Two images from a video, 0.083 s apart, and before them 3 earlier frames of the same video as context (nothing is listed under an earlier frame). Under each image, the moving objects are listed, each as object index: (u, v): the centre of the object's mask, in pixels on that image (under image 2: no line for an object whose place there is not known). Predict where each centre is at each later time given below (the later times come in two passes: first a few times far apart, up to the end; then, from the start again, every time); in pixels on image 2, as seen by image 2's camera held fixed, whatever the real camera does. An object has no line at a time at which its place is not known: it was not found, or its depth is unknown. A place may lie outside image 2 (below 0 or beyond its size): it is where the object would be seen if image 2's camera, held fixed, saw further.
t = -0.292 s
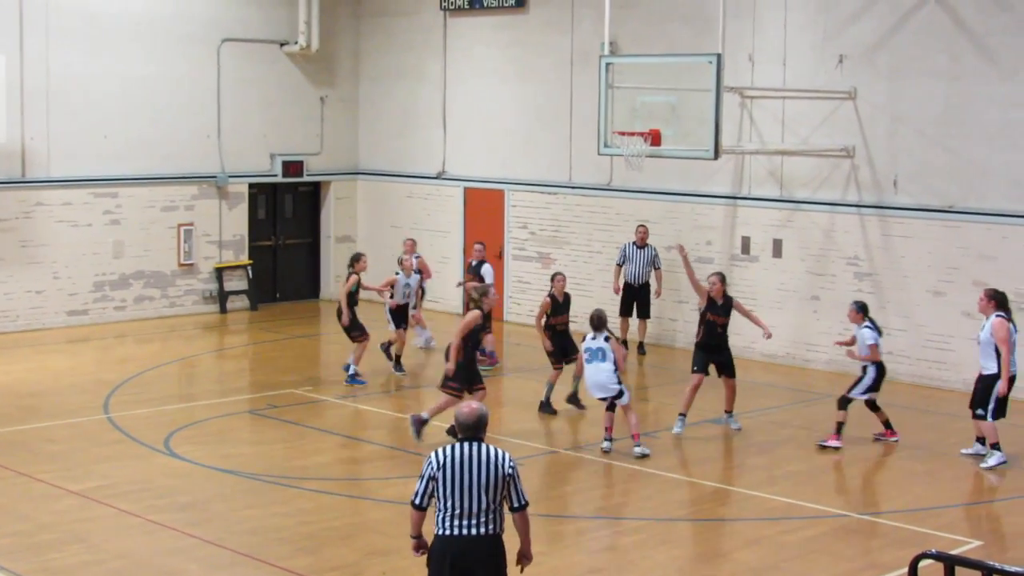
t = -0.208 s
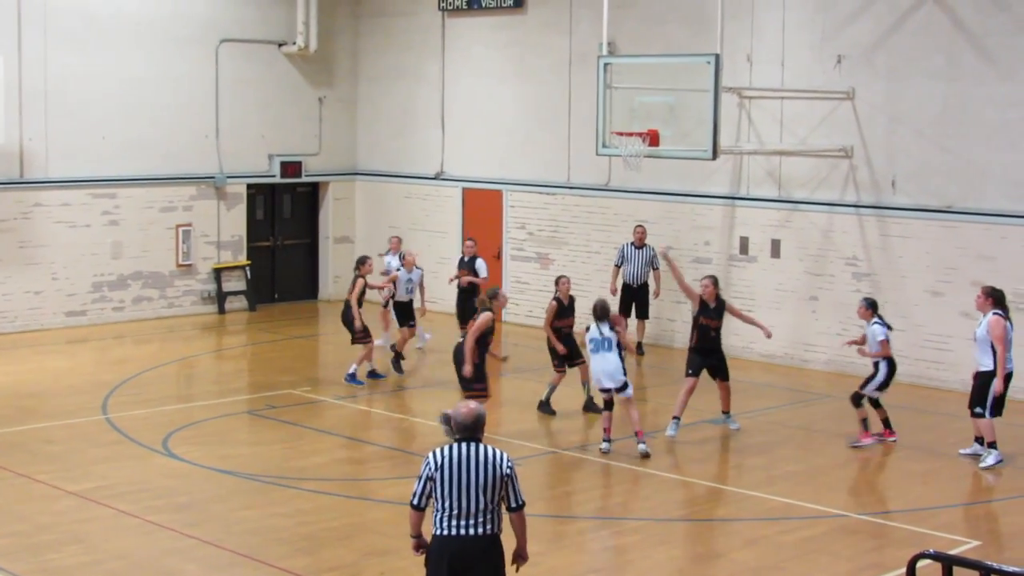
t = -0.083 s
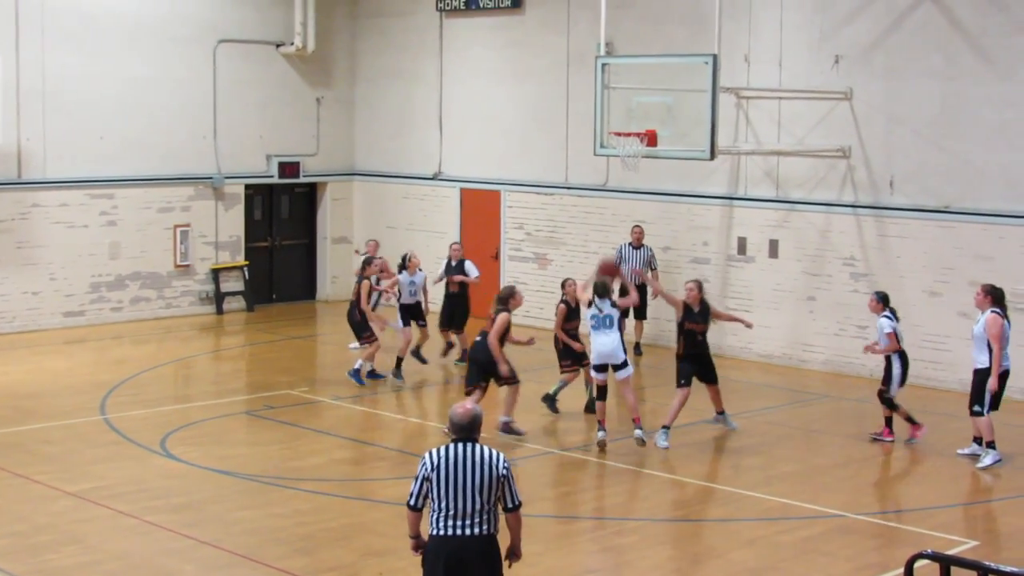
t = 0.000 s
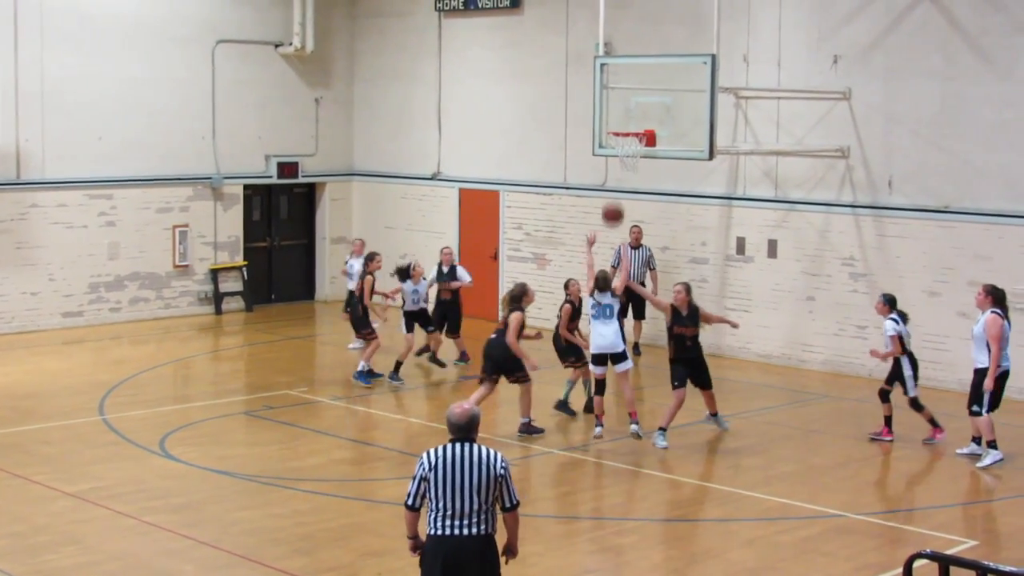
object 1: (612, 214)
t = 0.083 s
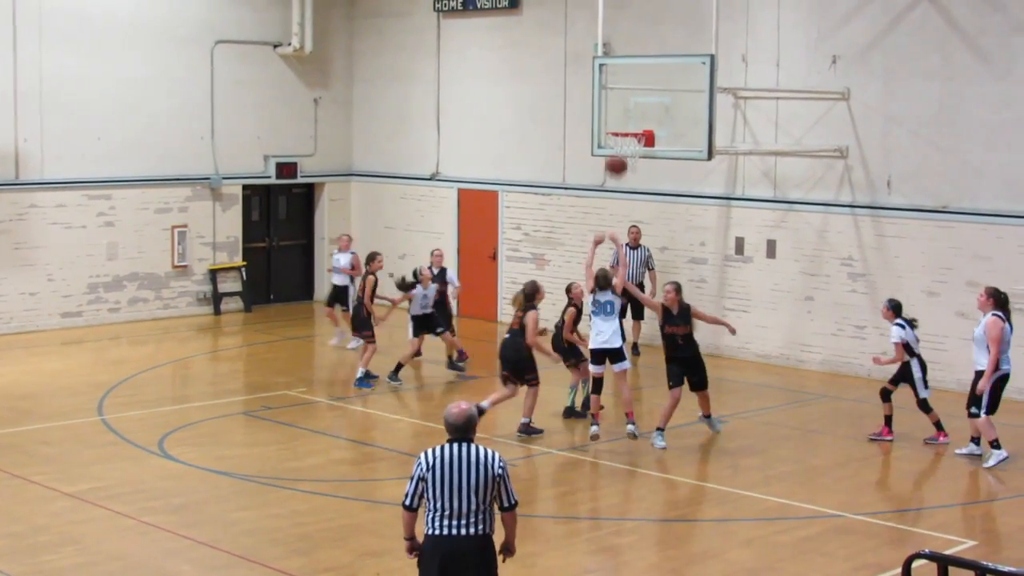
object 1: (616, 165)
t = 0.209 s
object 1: (622, 107)
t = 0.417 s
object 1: (632, 47)
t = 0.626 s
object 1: (639, 30)
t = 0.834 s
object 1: (644, 49)
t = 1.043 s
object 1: (600, 60)
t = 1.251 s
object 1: (550, 105)
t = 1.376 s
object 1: (520, 150)
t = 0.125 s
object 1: (618, 144)
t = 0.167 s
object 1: (620, 124)
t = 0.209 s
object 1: (622, 107)
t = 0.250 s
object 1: (624, 91)
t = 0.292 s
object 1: (627, 77)
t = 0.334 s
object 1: (628, 66)
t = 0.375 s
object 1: (630, 56)
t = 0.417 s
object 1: (632, 47)
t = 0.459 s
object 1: (633, 41)
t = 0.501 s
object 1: (635, 36)
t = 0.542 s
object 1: (636, 32)
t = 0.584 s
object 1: (638, 30)
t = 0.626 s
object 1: (639, 30)
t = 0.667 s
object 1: (640, 31)
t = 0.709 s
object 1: (641, 34)
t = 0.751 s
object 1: (642, 38)
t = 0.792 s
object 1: (643, 43)
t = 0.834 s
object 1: (644, 49)
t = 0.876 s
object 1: (639, 51)
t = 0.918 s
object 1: (629, 51)
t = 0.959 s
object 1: (619, 52)
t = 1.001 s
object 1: (610, 56)
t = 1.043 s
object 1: (600, 60)
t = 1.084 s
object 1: (590, 65)
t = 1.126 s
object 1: (580, 73)
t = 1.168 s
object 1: (571, 82)
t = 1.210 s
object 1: (560, 93)
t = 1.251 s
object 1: (550, 105)
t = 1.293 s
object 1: (540, 118)
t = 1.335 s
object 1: (530, 133)
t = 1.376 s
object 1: (520, 150)
